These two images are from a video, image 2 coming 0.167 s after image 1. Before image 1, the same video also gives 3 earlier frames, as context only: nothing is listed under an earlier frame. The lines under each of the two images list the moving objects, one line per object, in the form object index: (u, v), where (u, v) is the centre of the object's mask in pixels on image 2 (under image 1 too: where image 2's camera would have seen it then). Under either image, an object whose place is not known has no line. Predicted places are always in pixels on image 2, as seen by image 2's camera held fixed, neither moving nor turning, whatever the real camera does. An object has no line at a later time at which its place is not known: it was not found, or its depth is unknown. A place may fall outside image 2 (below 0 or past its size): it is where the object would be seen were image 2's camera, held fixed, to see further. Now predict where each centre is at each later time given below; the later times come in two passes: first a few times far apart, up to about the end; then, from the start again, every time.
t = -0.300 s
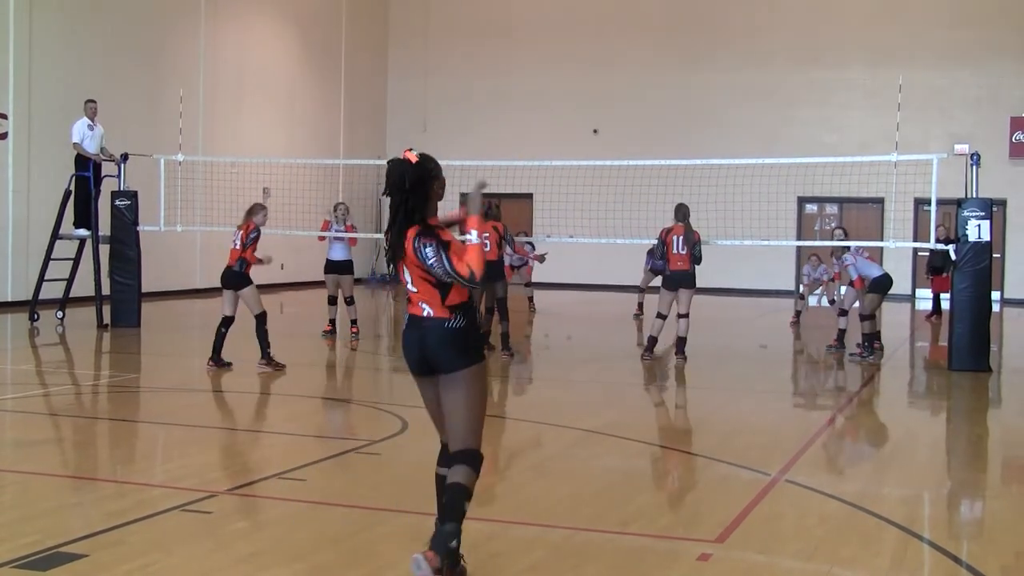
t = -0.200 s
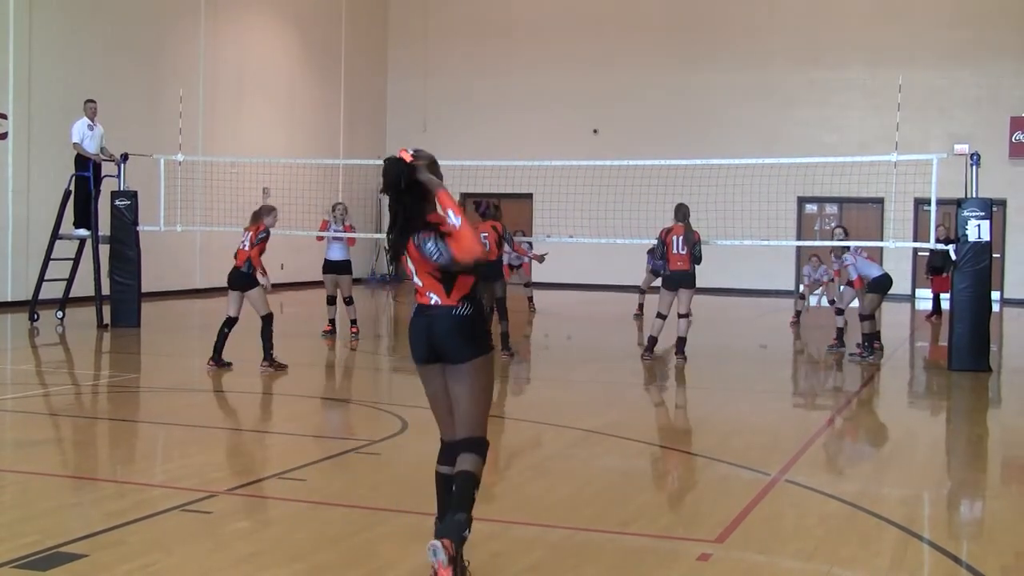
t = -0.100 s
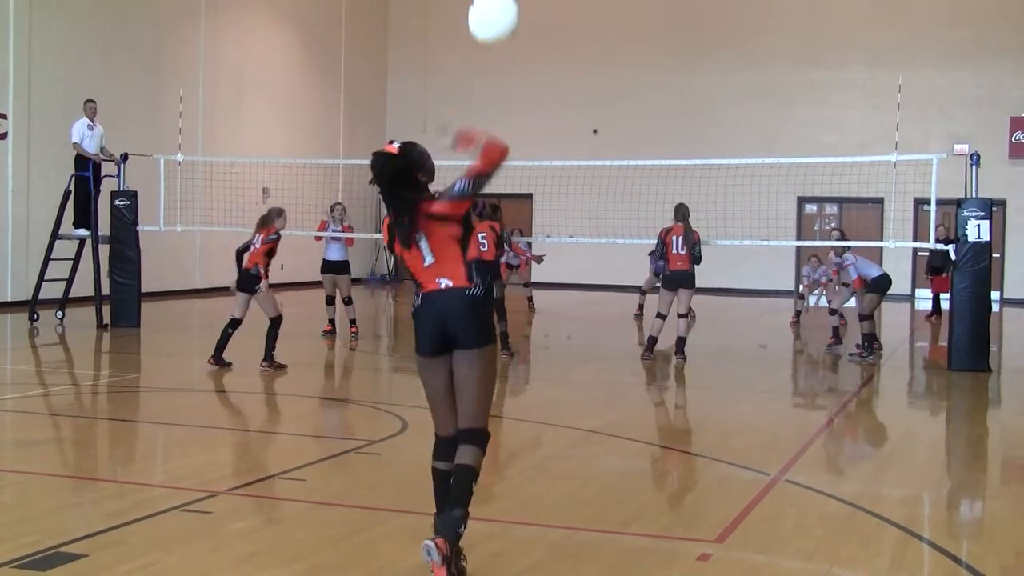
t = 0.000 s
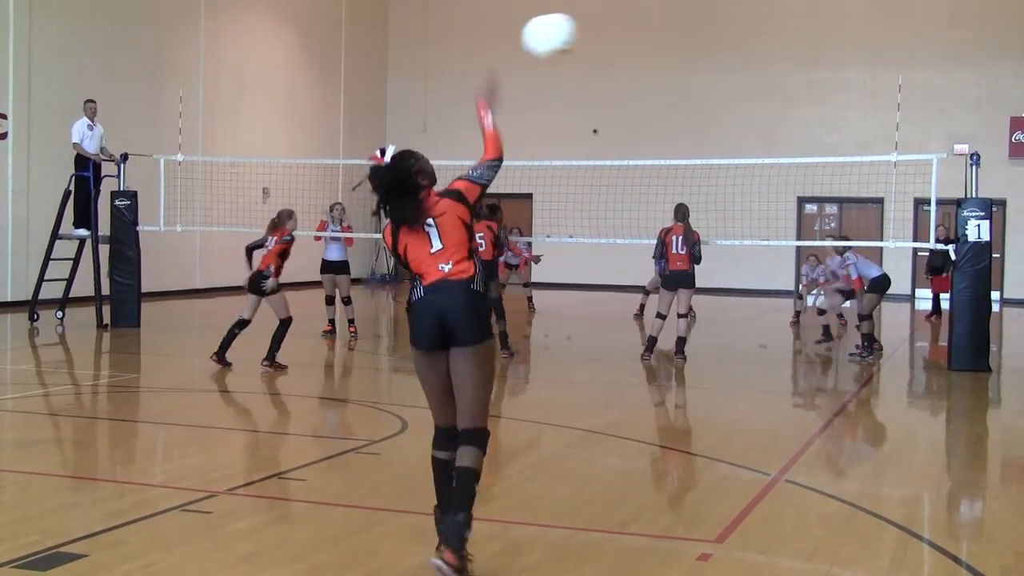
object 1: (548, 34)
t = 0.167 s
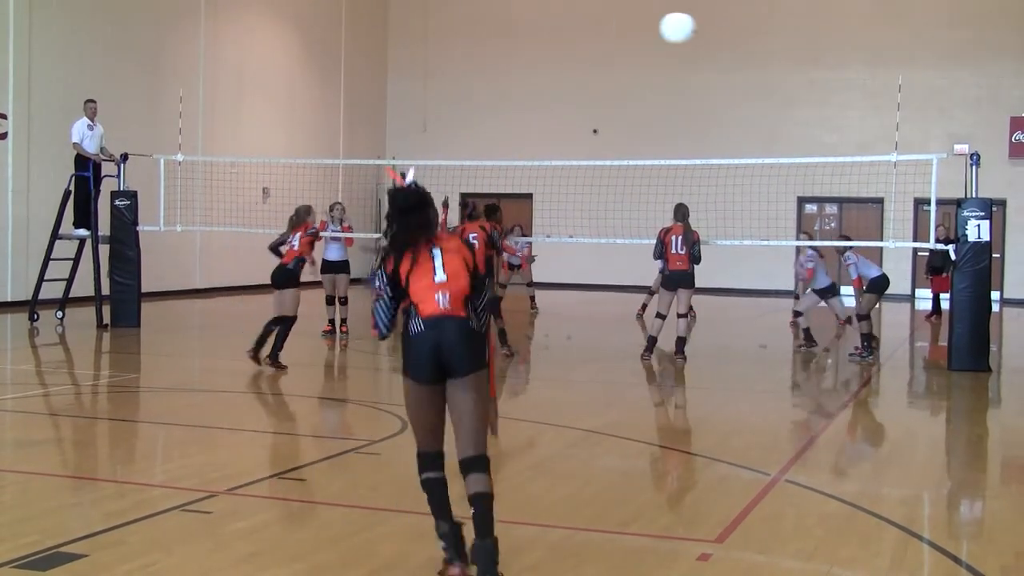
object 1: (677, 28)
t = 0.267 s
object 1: (724, 41)
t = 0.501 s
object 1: (798, 93)
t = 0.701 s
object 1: (838, 147)
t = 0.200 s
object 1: (695, 31)
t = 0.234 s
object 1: (710, 36)
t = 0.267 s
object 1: (724, 41)
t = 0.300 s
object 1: (738, 48)
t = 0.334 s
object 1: (750, 55)
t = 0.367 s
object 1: (761, 62)
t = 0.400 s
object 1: (772, 70)
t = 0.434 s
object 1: (781, 78)
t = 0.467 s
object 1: (790, 85)
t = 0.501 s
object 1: (798, 93)
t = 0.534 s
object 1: (806, 102)
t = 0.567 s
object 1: (814, 110)
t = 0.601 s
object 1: (821, 119)
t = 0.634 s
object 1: (827, 128)
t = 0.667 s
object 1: (832, 138)
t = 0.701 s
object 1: (838, 147)
